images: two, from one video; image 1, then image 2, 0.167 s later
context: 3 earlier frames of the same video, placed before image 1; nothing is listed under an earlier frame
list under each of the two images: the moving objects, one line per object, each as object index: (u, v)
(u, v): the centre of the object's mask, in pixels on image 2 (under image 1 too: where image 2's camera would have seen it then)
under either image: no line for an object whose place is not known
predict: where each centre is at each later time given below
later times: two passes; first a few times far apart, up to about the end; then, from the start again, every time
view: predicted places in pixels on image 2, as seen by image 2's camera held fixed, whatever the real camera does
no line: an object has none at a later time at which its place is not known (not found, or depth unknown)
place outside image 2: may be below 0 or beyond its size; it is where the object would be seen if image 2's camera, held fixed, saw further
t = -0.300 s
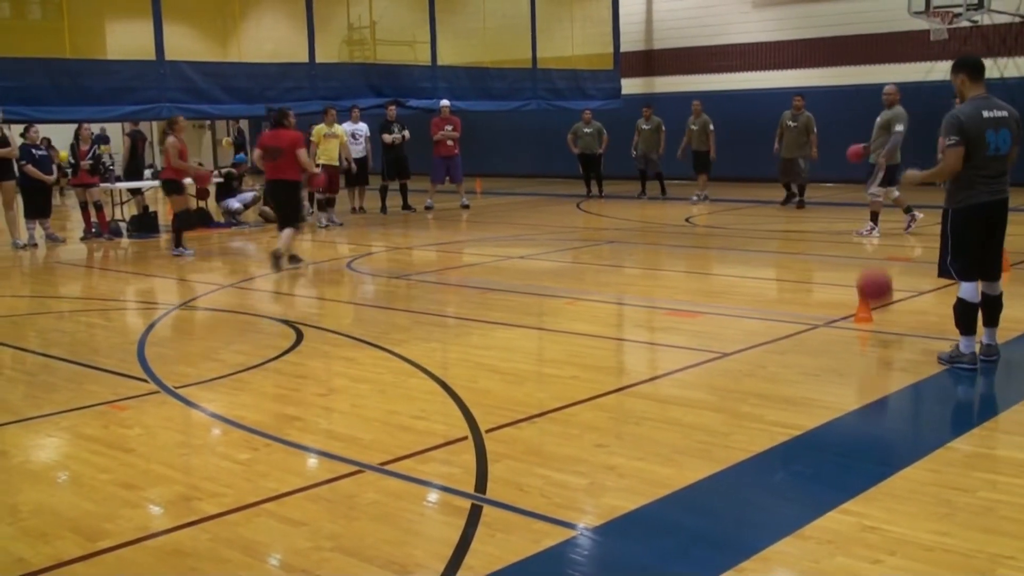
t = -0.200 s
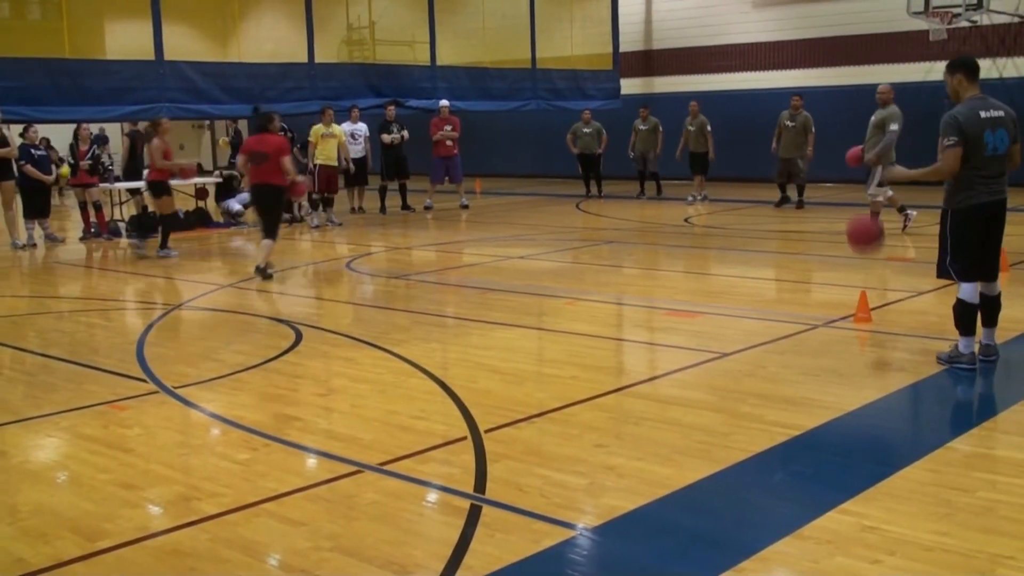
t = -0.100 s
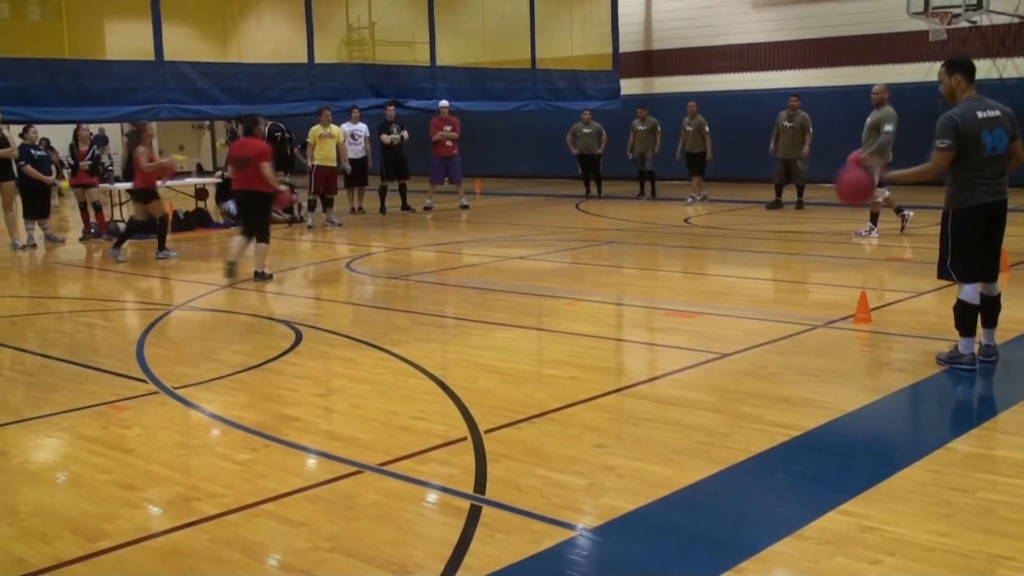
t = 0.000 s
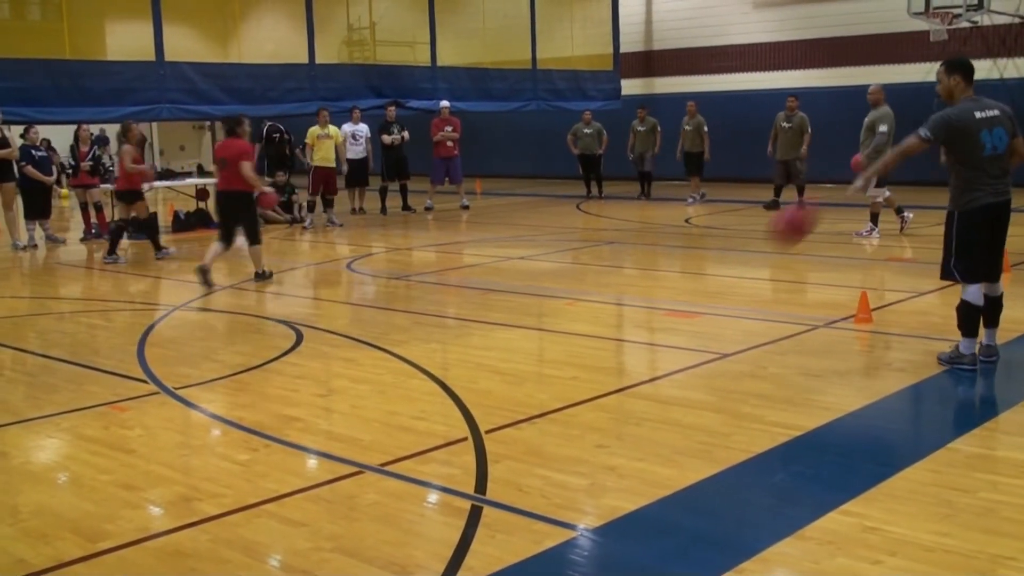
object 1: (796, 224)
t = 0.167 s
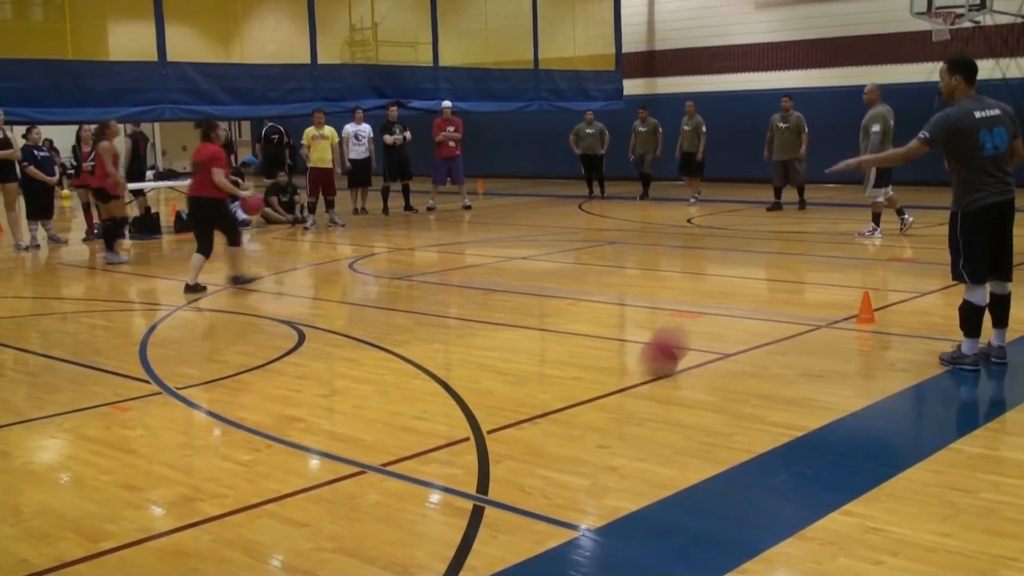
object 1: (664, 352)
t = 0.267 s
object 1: (621, 306)
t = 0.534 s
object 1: (514, 202)
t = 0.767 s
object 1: (423, 207)
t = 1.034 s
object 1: (325, 321)
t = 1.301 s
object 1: (228, 276)
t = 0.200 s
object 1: (648, 351)
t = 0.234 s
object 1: (634, 327)
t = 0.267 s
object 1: (621, 306)
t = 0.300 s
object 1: (608, 287)
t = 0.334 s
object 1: (594, 269)
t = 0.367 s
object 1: (582, 254)
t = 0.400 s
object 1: (568, 240)
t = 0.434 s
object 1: (554, 228)
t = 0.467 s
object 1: (541, 218)
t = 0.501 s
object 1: (527, 209)
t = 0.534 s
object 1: (514, 202)
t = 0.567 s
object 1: (501, 199)
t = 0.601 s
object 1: (488, 195)
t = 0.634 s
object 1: (475, 194)
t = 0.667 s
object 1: (463, 194)
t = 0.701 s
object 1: (449, 196)
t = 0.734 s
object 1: (435, 201)
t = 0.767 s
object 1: (423, 207)
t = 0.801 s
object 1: (409, 215)
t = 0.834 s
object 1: (397, 225)
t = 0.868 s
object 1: (385, 236)
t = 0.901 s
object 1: (373, 250)
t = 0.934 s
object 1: (361, 266)
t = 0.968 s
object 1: (348, 284)
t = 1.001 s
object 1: (337, 302)
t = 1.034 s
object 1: (325, 321)
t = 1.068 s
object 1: (313, 345)
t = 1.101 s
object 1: (302, 366)
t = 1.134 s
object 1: (290, 356)
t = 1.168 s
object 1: (276, 336)
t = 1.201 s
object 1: (265, 318)
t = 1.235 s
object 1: (253, 303)
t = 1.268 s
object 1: (240, 289)
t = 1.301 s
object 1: (228, 276)
